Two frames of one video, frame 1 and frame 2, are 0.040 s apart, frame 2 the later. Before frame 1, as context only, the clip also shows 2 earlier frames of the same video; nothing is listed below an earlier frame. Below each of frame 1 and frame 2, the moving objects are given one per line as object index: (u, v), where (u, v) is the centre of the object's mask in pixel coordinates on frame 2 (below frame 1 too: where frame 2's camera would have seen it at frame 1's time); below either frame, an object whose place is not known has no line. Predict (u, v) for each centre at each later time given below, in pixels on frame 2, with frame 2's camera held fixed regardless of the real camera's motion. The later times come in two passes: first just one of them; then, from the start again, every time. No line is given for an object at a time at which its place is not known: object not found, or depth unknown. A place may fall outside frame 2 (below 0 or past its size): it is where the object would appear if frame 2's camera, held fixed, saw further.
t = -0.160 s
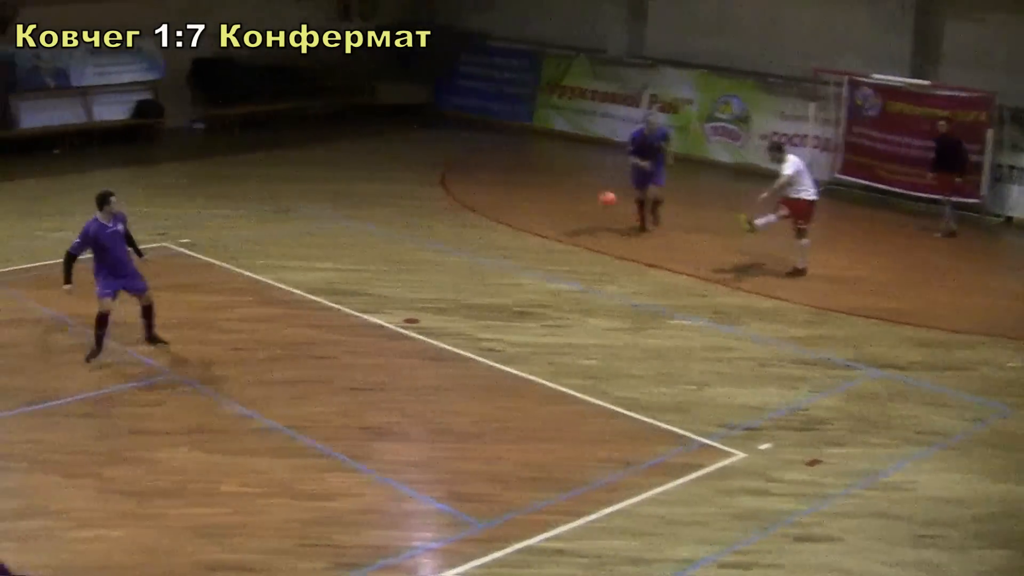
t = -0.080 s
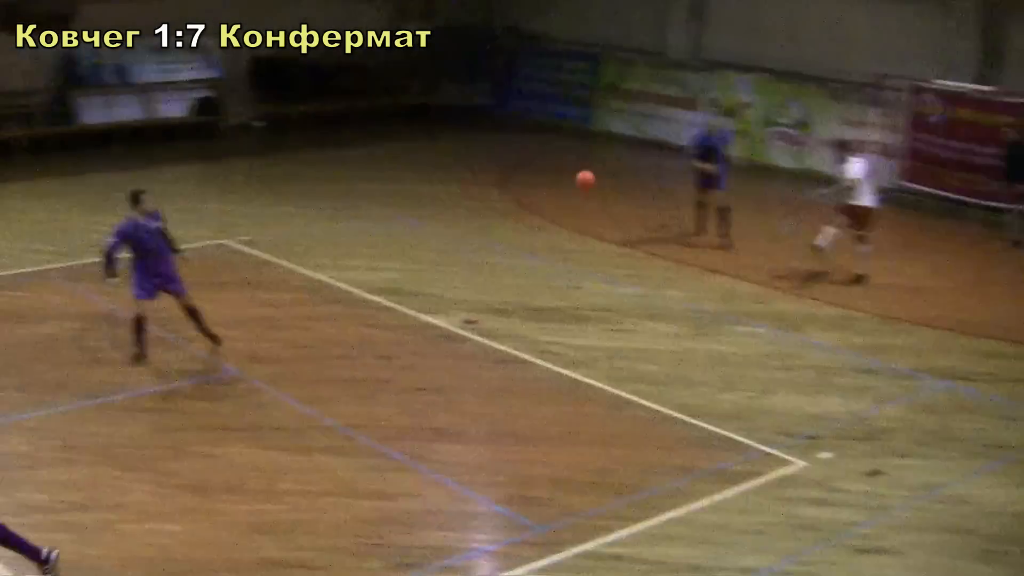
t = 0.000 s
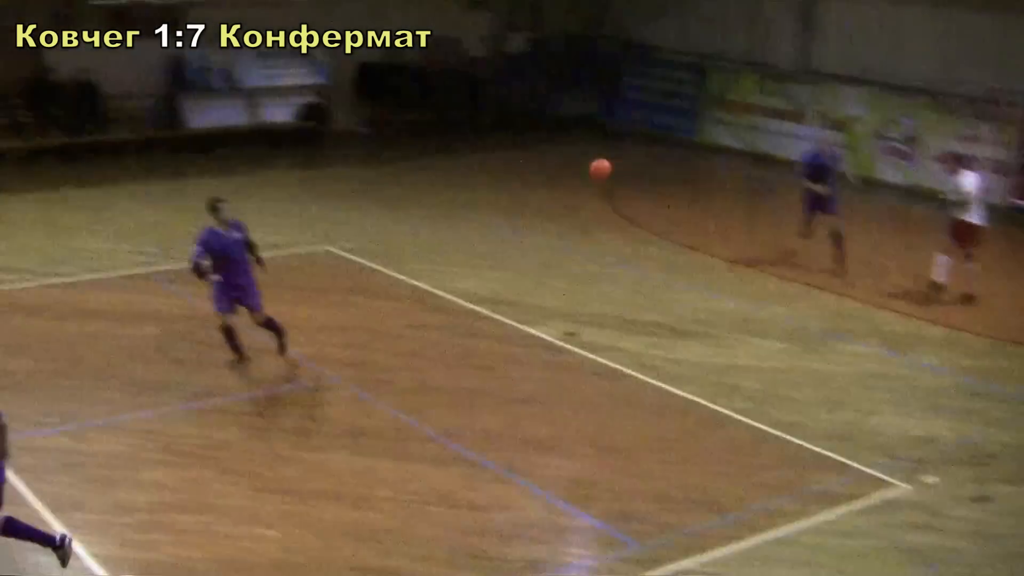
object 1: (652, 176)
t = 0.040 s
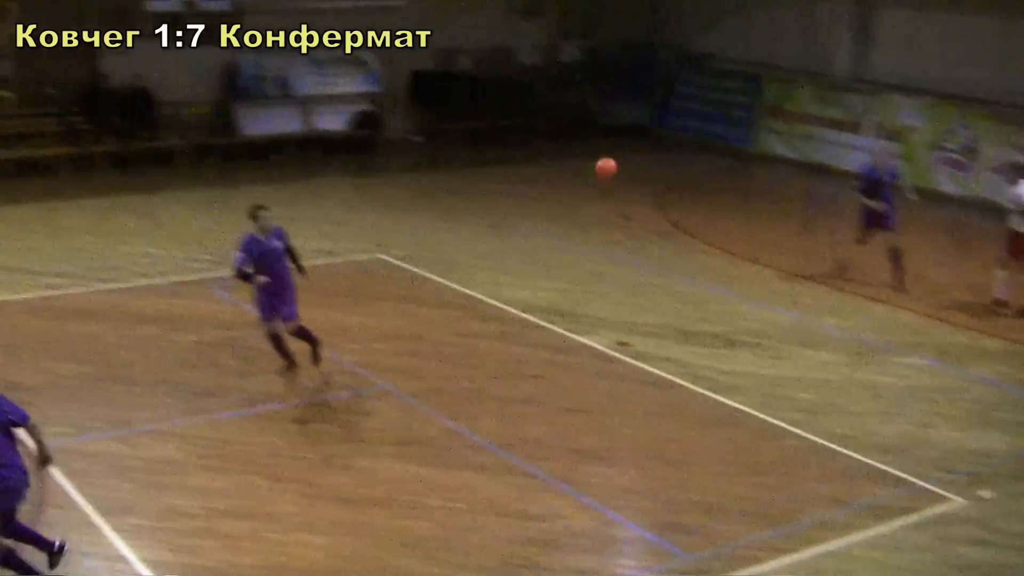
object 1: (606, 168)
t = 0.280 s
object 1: (278, 137)
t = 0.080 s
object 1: (557, 161)
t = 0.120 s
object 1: (506, 154)
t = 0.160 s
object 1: (455, 148)
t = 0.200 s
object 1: (400, 144)
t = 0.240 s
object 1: (340, 139)
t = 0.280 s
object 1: (278, 137)
